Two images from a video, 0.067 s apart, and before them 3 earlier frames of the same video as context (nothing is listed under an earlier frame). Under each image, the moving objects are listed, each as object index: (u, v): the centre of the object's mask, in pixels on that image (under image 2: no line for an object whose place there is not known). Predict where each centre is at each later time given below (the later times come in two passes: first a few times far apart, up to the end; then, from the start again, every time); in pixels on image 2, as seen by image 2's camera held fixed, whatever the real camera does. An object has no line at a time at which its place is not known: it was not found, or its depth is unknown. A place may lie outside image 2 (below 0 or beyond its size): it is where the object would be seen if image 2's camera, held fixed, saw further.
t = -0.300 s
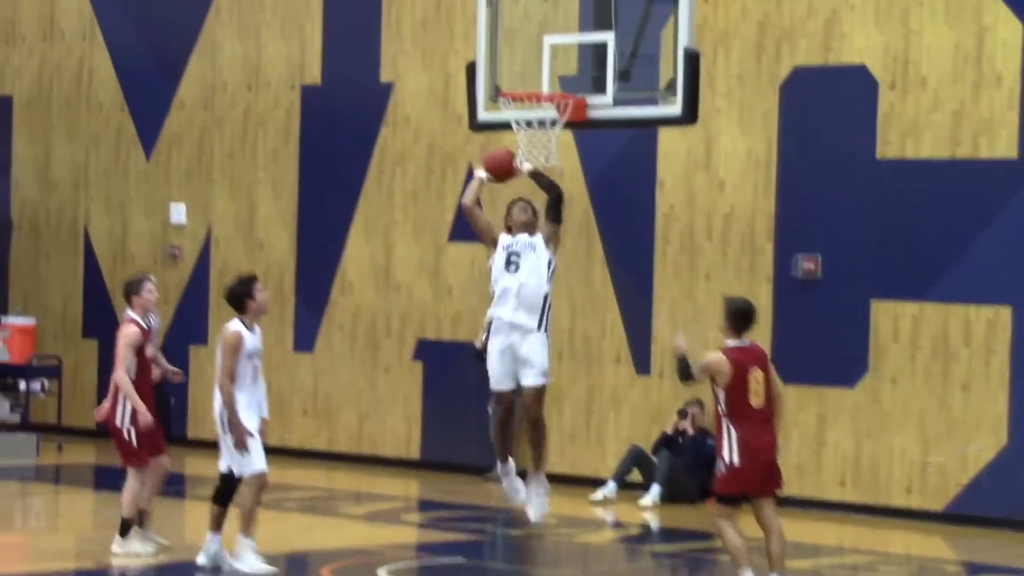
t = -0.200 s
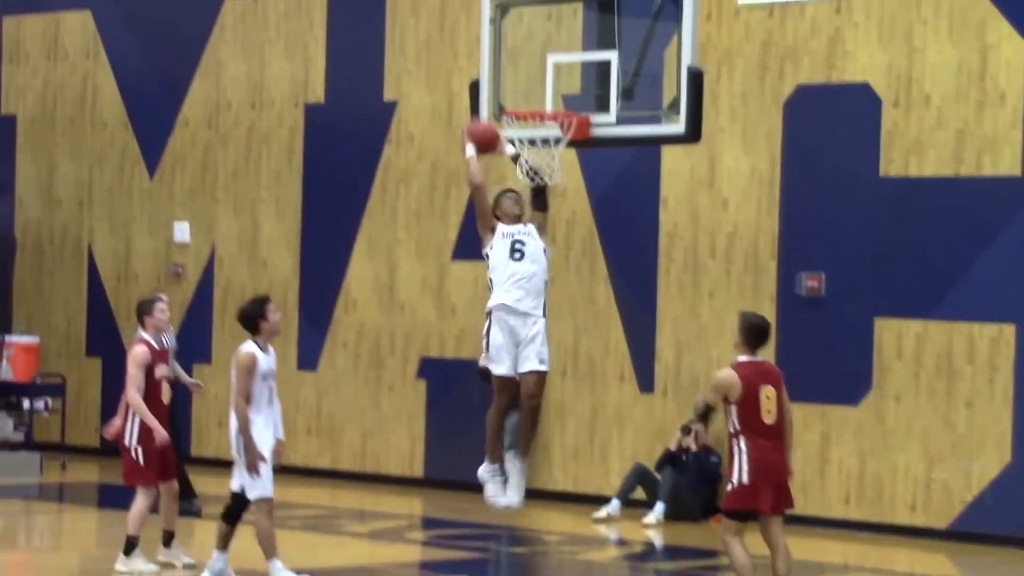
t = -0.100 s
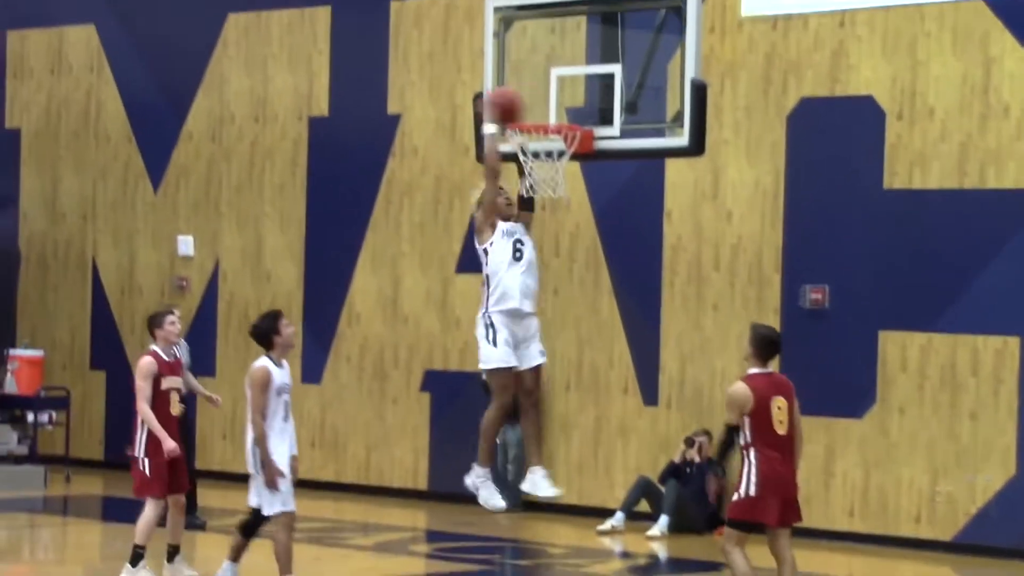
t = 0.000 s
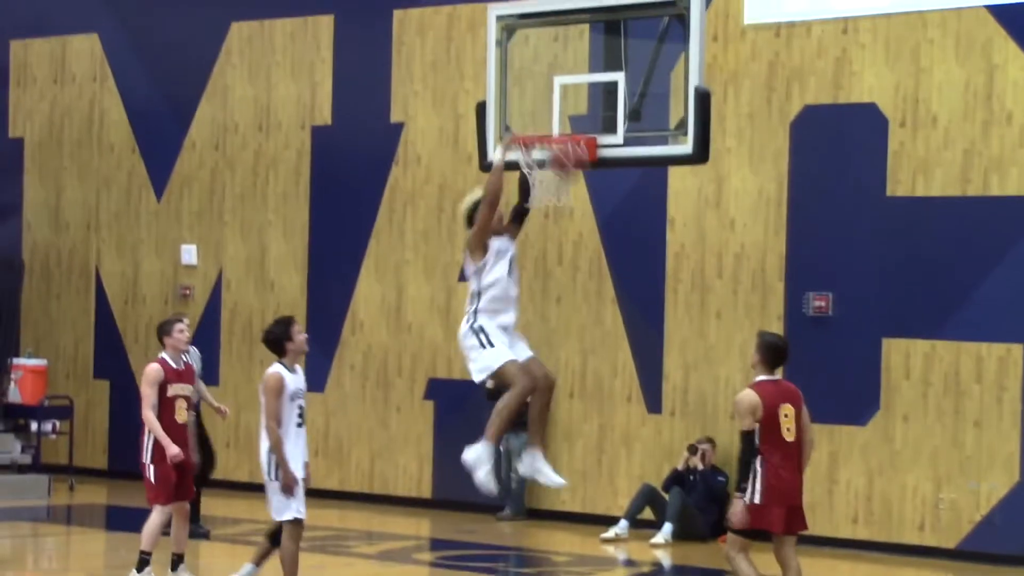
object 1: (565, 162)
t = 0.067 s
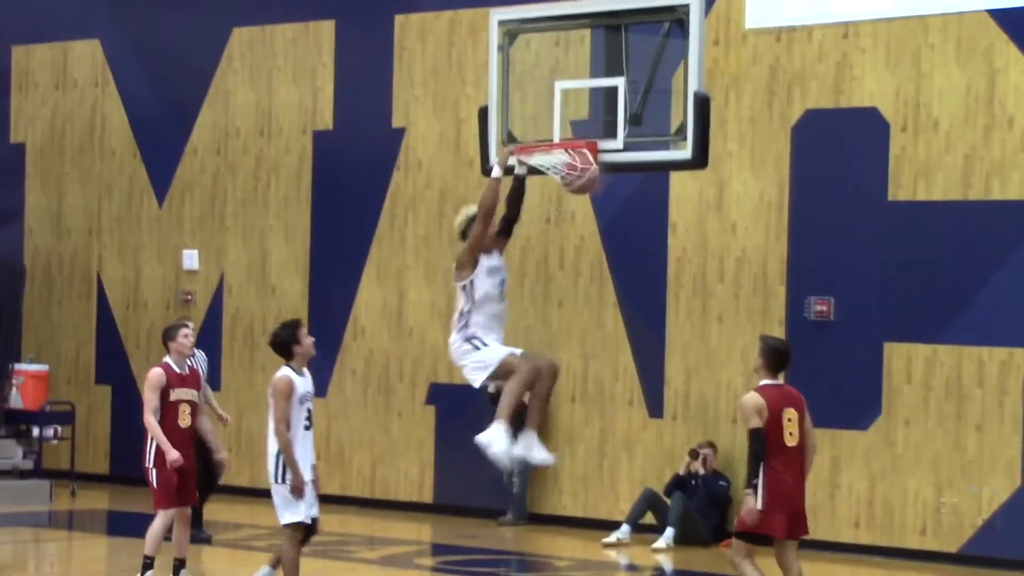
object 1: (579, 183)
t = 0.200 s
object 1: (579, 192)
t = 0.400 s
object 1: (578, 267)
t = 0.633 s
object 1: (574, 431)
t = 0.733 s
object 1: (572, 530)
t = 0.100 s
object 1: (583, 184)
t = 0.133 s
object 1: (581, 183)
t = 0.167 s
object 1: (580, 187)
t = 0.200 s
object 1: (579, 192)
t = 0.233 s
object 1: (579, 200)
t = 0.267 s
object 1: (578, 209)
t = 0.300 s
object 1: (577, 218)
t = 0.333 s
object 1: (578, 232)
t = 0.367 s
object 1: (577, 247)
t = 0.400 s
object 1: (578, 267)
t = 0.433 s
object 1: (578, 286)
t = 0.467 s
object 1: (577, 305)
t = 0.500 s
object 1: (578, 328)
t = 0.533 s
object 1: (571, 346)
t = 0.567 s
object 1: (572, 374)
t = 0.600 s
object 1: (572, 399)
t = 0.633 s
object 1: (574, 431)
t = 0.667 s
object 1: (577, 462)
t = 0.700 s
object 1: (577, 494)
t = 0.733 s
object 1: (572, 530)
